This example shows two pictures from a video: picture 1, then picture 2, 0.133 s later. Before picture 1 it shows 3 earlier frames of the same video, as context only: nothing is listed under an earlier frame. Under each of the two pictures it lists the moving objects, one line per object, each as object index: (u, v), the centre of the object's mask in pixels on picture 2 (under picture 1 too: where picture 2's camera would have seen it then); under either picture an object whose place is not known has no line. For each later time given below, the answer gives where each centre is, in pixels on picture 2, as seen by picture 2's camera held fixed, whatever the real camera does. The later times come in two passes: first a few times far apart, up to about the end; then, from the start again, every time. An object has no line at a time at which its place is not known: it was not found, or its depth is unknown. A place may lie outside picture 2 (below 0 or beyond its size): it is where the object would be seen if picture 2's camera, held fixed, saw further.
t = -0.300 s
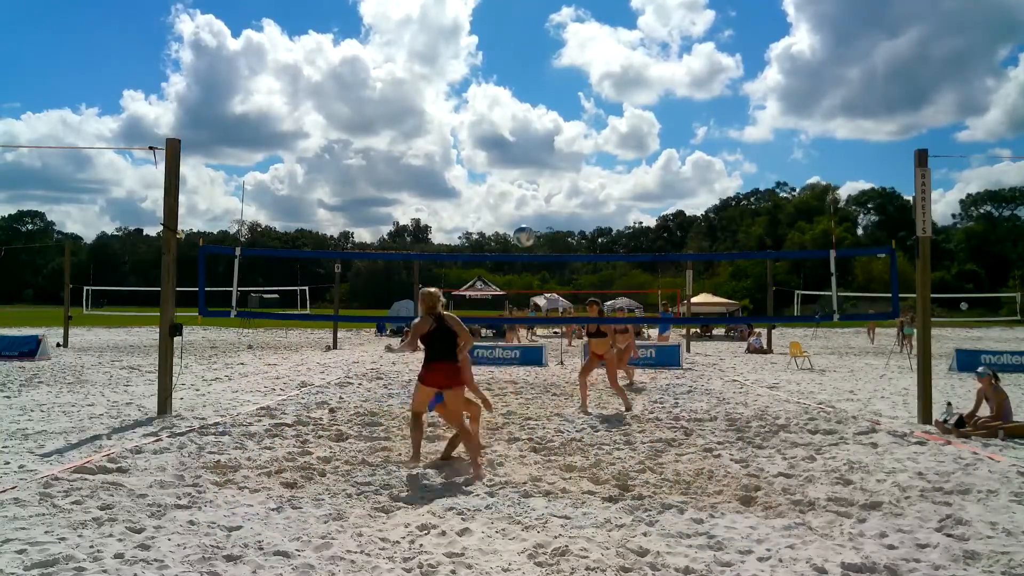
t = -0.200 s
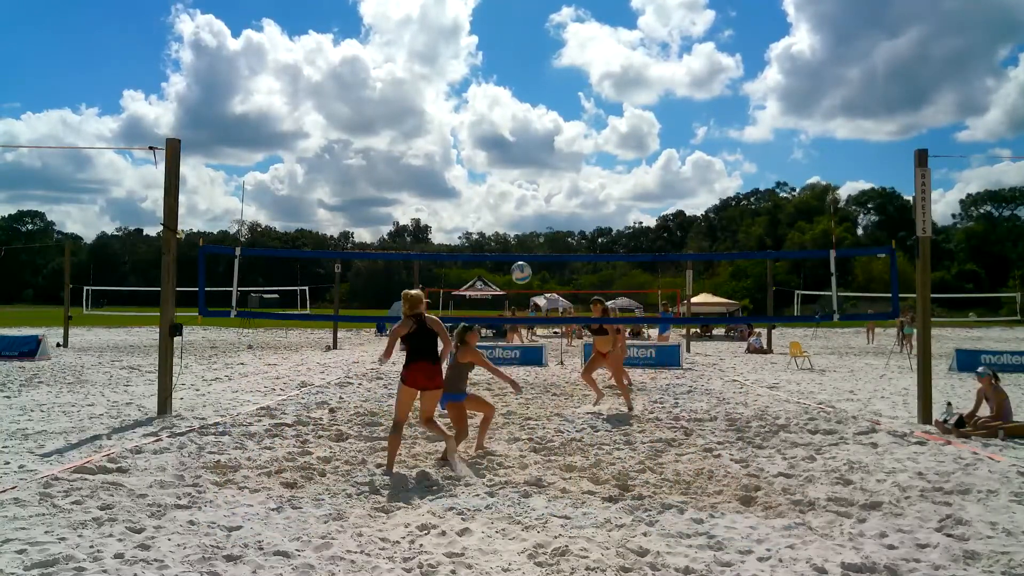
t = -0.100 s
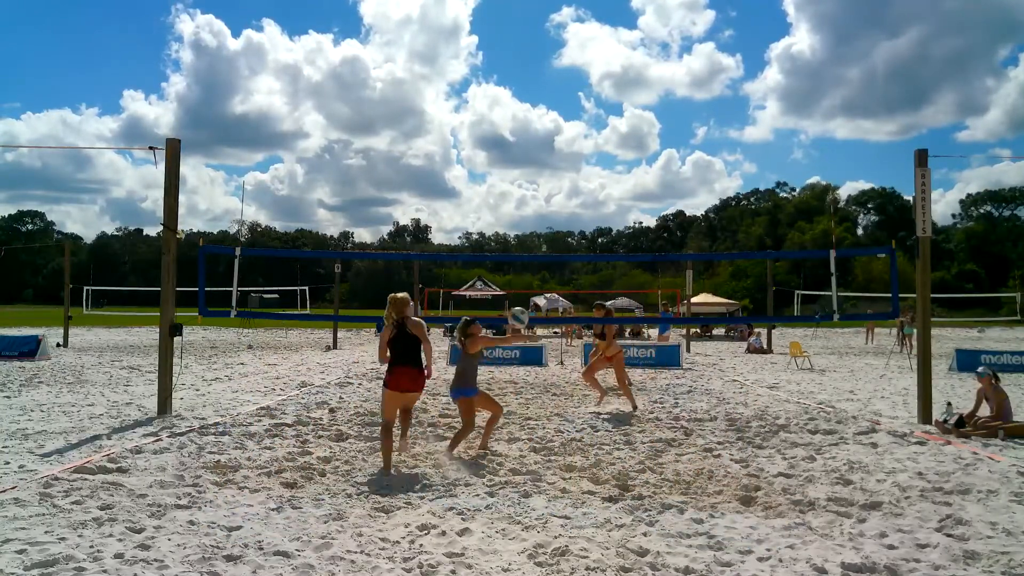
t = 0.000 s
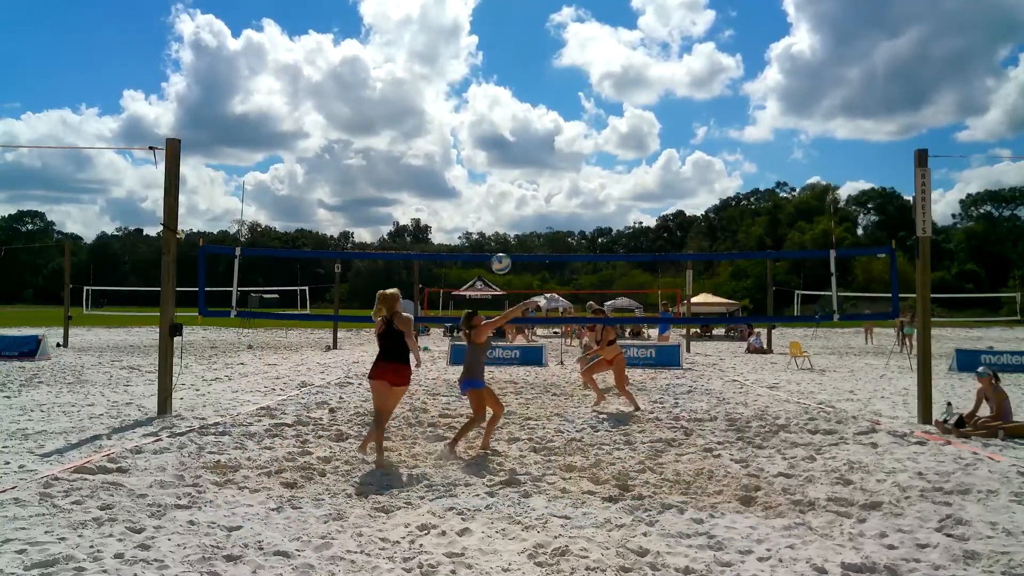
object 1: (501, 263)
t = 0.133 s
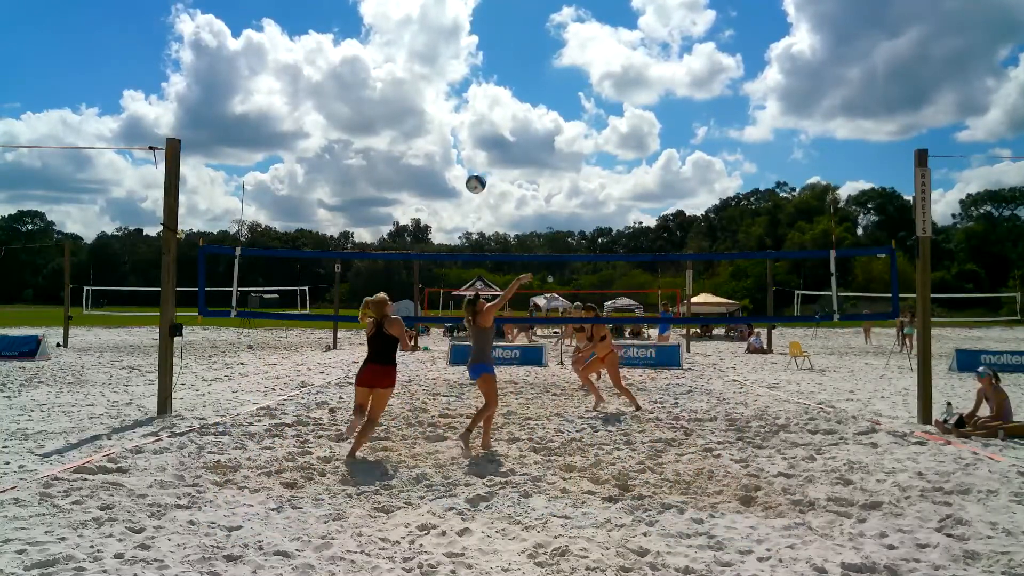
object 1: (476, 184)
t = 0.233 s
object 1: (458, 136)
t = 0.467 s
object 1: (420, 64)
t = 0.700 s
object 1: (386, 45)
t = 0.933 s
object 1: (357, 72)
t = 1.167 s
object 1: (331, 141)
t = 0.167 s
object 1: (470, 167)
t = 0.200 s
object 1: (464, 151)
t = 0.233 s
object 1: (458, 136)
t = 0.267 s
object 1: (452, 122)
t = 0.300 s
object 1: (447, 110)
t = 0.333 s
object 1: (441, 98)
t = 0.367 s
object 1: (436, 88)
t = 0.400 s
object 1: (431, 79)
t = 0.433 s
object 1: (425, 71)
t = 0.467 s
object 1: (420, 64)
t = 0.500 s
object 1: (415, 58)
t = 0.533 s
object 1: (410, 54)
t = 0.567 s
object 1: (405, 50)
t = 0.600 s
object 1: (400, 47)
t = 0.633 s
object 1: (396, 46)
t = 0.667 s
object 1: (391, 45)
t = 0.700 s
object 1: (386, 45)
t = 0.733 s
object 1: (382, 47)
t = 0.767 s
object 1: (378, 49)
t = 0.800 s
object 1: (373, 52)
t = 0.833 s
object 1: (369, 56)
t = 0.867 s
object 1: (365, 60)
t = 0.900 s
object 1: (361, 66)
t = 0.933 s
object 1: (357, 72)
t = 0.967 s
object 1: (353, 80)
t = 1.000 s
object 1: (348, 88)
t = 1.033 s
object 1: (345, 97)
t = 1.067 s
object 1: (341, 107)
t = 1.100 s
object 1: (338, 118)
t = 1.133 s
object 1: (334, 129)
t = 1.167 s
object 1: (331, 141)
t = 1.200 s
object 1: (328, 154)
